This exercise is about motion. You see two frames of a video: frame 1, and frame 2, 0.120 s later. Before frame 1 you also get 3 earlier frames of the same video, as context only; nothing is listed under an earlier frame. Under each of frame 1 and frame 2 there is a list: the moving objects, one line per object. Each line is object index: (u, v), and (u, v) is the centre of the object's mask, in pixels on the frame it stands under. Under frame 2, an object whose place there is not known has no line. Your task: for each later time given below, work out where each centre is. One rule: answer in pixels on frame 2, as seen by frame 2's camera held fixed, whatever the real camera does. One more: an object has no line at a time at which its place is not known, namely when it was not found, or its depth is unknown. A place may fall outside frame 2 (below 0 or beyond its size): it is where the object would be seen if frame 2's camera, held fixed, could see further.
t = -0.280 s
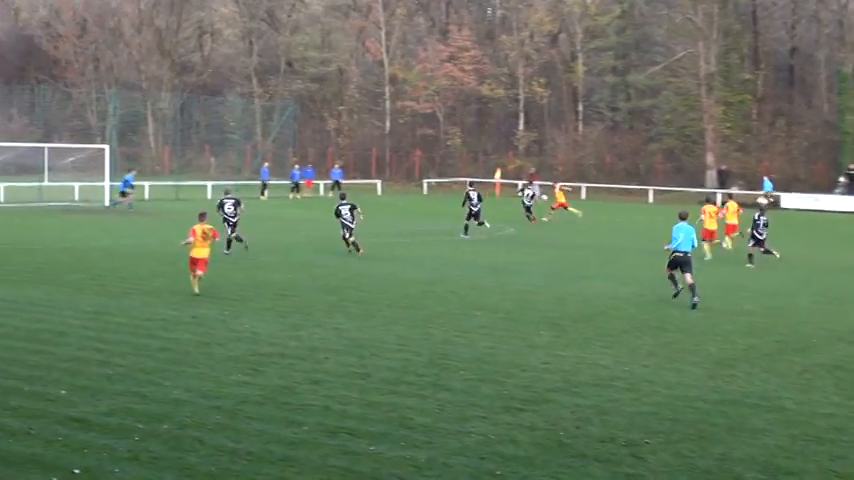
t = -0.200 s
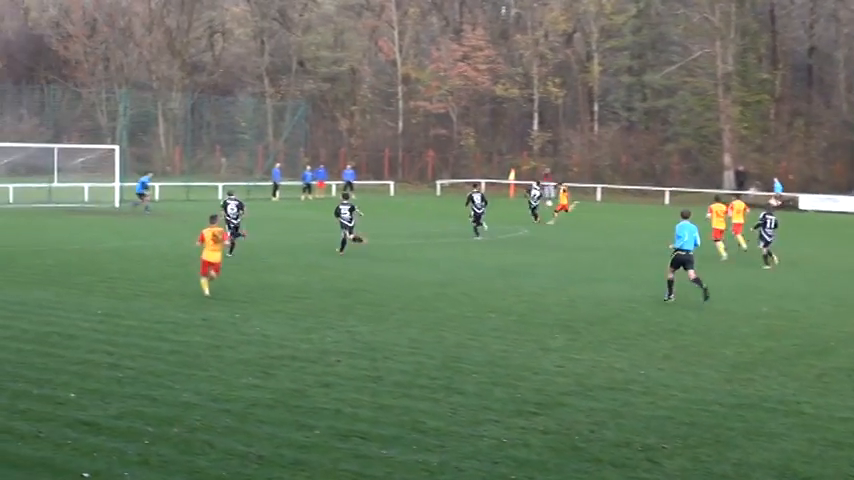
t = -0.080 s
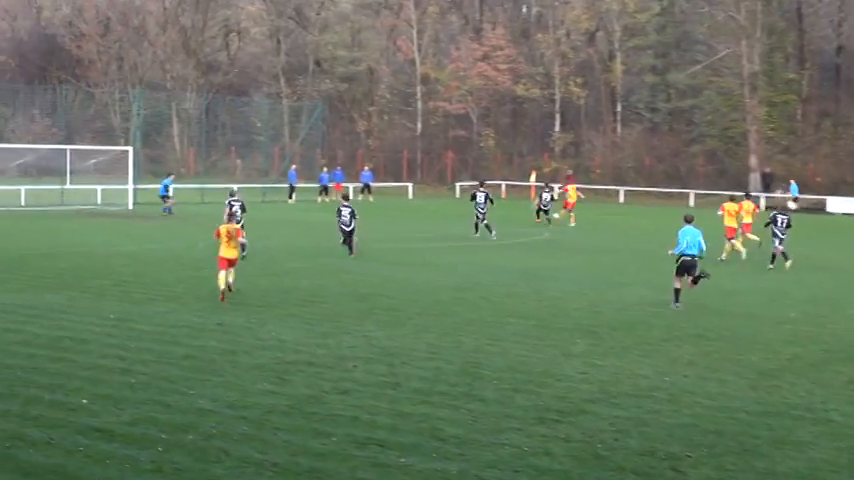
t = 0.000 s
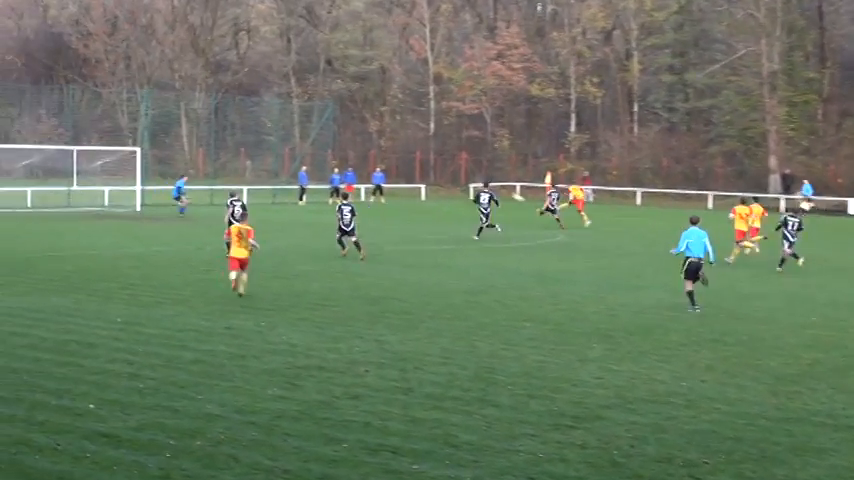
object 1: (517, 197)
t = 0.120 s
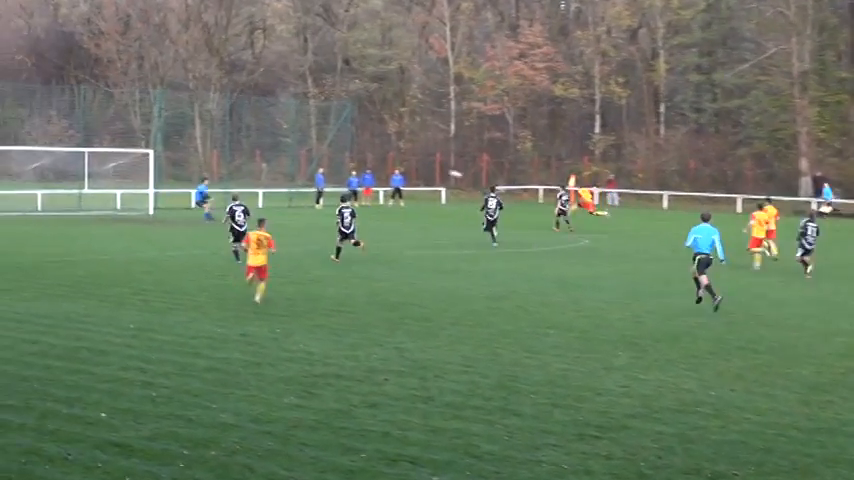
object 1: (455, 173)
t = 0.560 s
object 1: (175, 140)
